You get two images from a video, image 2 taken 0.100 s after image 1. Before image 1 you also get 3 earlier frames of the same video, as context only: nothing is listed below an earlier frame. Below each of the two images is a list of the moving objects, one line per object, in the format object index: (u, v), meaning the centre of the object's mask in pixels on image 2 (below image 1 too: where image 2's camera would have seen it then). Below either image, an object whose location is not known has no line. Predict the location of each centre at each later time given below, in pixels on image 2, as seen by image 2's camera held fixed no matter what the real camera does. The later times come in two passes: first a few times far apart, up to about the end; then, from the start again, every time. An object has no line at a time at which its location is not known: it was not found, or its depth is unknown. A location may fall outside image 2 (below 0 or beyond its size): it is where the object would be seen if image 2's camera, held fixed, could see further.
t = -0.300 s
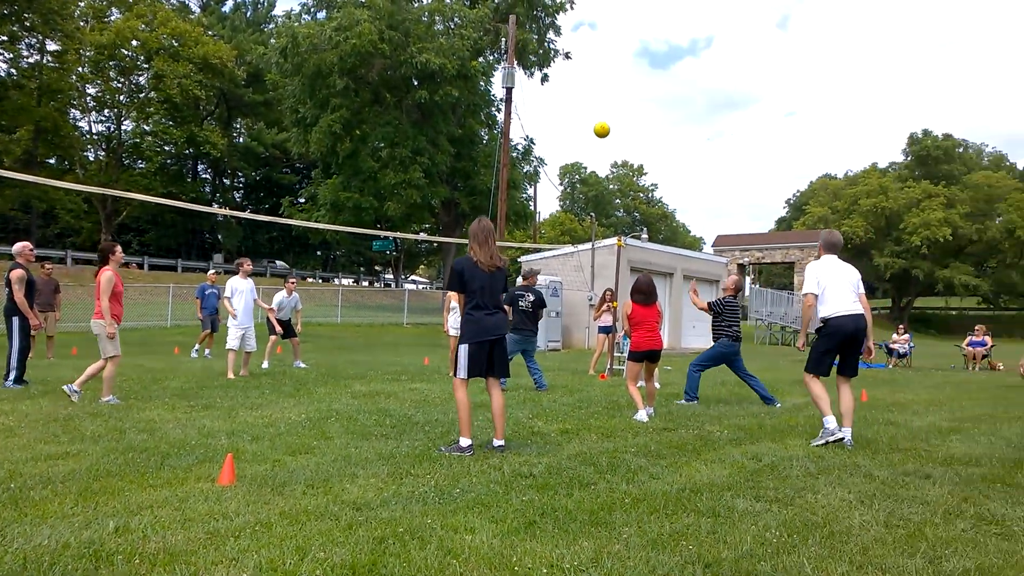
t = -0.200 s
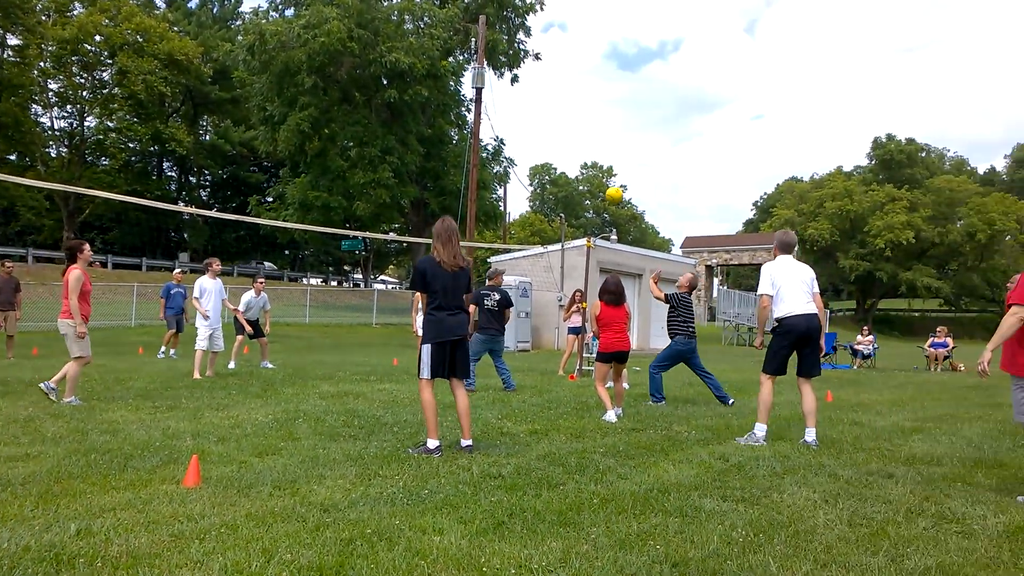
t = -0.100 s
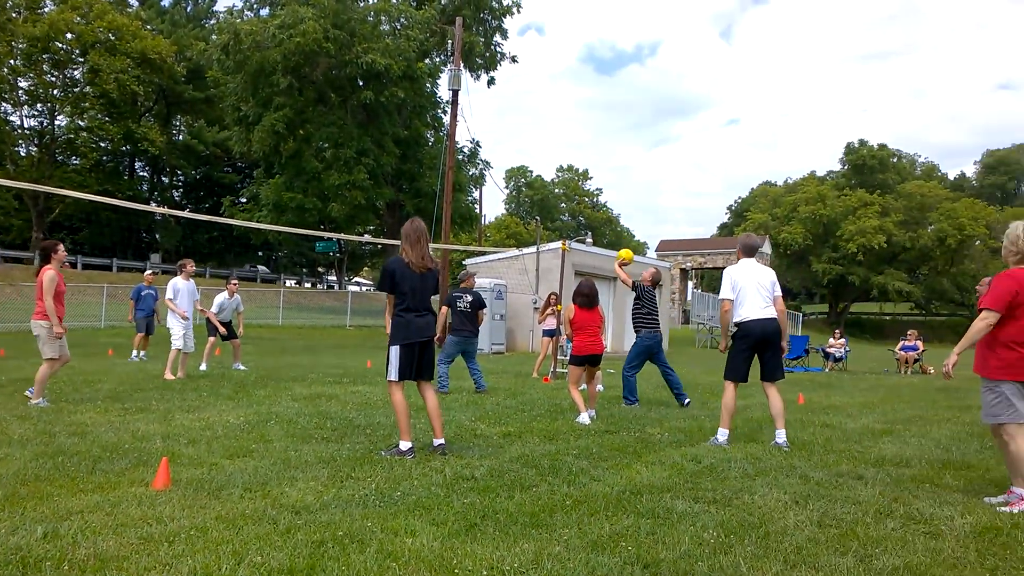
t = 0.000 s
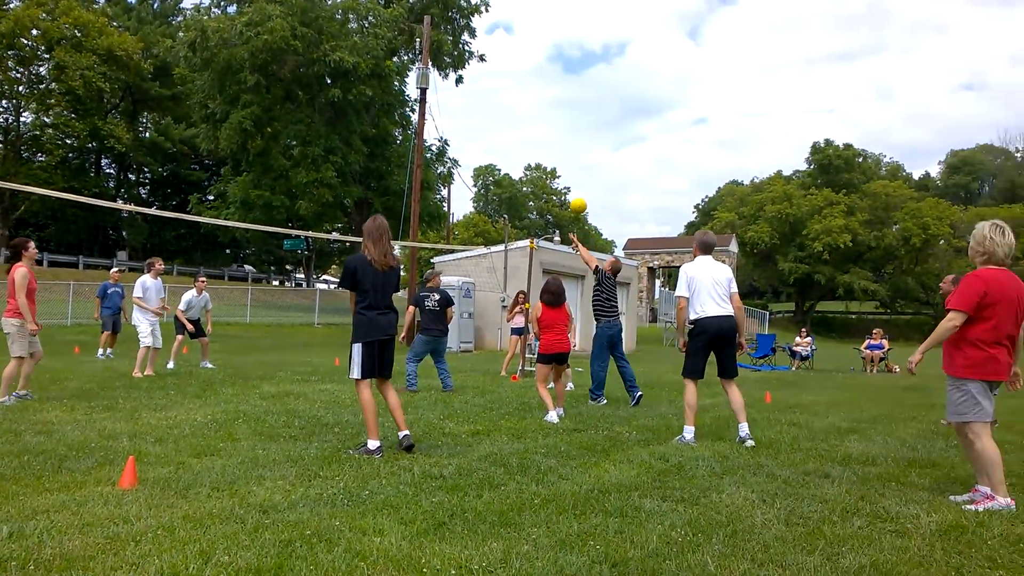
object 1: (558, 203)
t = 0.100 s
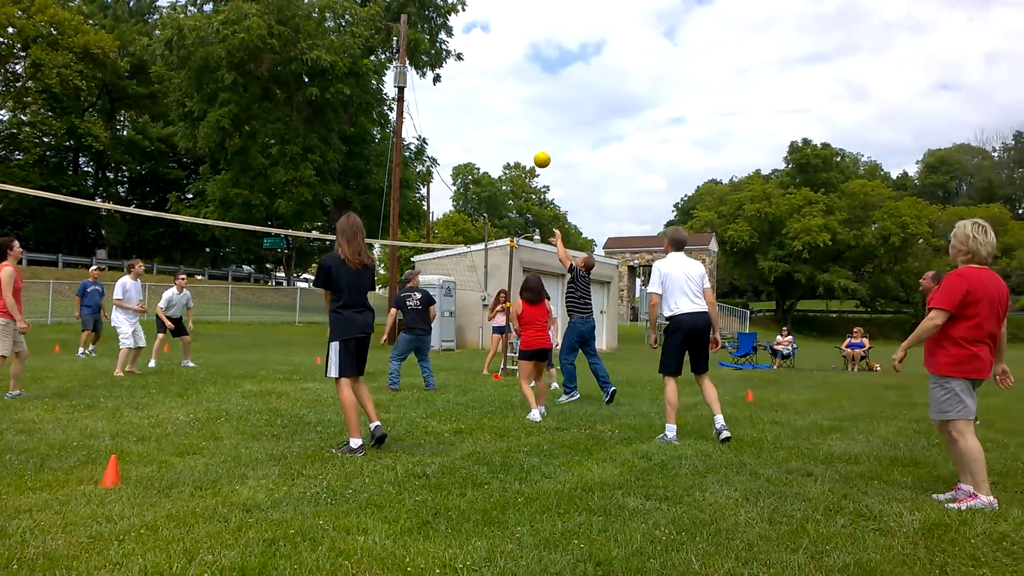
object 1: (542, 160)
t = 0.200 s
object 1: (526, 122)
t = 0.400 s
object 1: (497, 69)
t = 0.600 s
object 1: (467, 47)
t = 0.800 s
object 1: (435, 56)
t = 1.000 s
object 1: (403, 96)
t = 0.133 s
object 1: (537, 146)
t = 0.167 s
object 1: (532, 134)
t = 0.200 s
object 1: (526, 122)
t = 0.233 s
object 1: (521, 111)
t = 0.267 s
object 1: (517, 101)
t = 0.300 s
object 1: (512, 92)
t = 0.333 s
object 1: (507, 83)
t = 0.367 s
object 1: (502, 76)
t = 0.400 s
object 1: (497, 69)
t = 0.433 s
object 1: (492, 64)
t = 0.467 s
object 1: (487, 58)
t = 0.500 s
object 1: (482, 54)
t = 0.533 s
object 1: (477, 51)
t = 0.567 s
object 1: (472, 49)
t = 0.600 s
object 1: (467, 47)
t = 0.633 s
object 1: (462, 46)
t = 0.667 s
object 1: (456, 46)
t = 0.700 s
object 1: (452, 47)
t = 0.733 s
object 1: (446, 48)
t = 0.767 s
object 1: (441, 52)
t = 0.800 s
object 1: (435, 56)
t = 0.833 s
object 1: (430, 60)
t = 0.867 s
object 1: (425, 65)
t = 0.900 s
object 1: (420, 71)
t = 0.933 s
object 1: (414, 78)
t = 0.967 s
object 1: (409, 87)
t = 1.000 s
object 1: (403, 96)
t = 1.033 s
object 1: (398, 106)
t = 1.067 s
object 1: (393, 117)
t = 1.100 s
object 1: (387, 129)
